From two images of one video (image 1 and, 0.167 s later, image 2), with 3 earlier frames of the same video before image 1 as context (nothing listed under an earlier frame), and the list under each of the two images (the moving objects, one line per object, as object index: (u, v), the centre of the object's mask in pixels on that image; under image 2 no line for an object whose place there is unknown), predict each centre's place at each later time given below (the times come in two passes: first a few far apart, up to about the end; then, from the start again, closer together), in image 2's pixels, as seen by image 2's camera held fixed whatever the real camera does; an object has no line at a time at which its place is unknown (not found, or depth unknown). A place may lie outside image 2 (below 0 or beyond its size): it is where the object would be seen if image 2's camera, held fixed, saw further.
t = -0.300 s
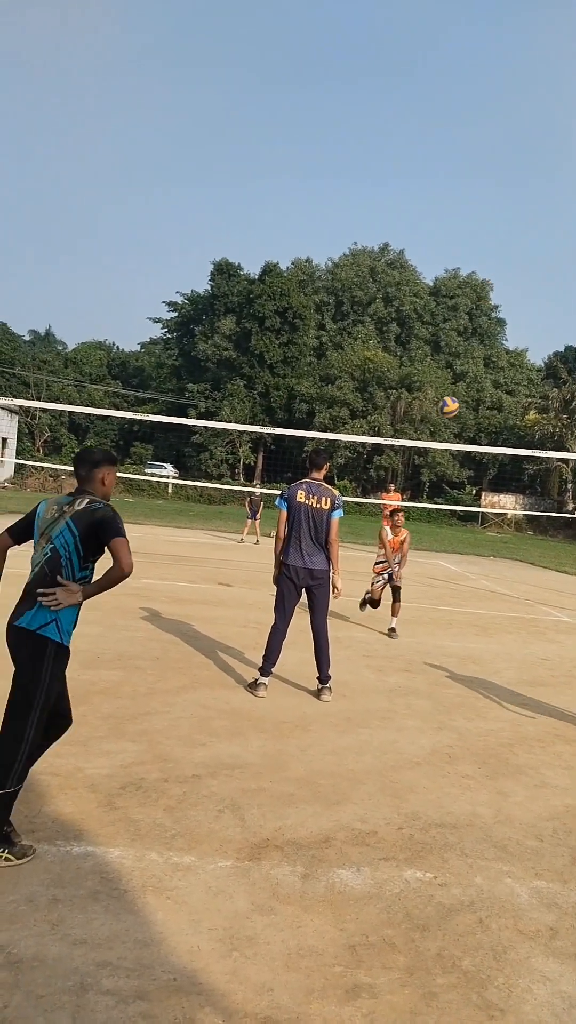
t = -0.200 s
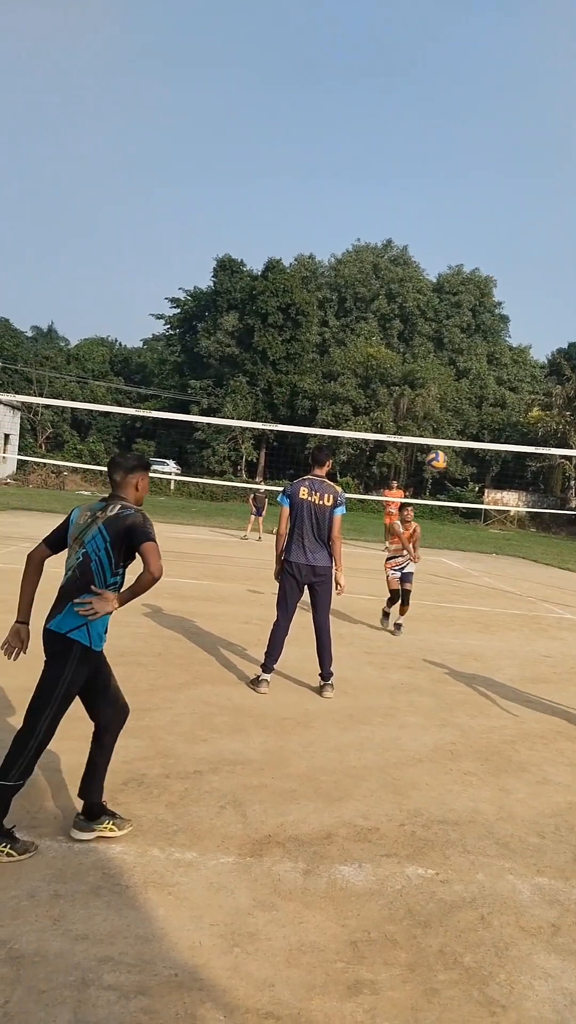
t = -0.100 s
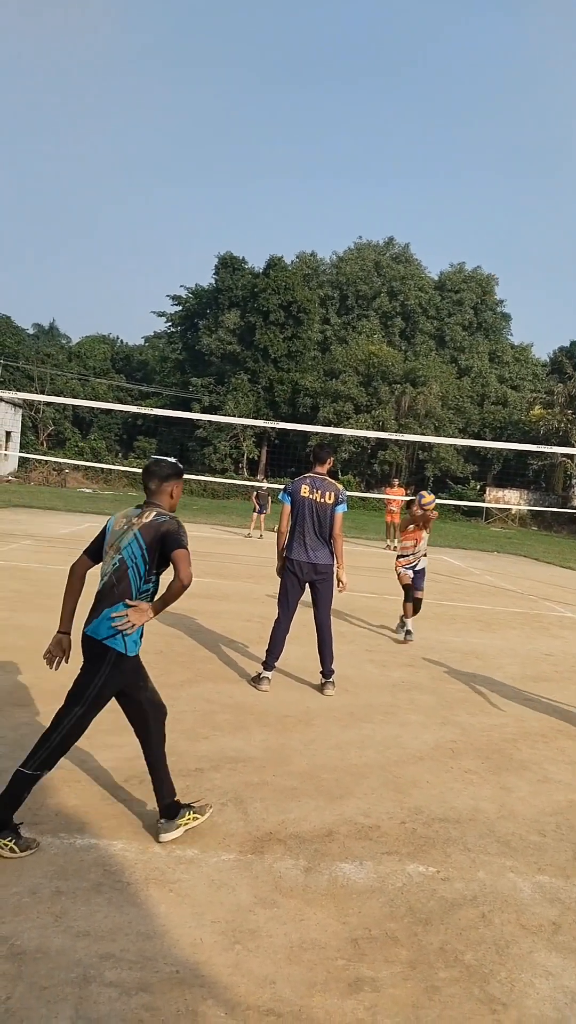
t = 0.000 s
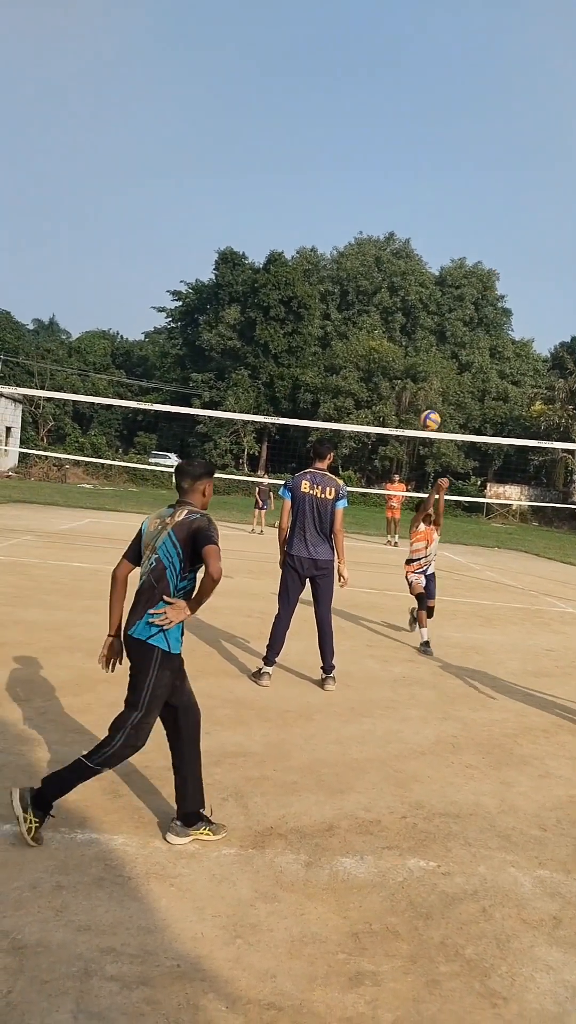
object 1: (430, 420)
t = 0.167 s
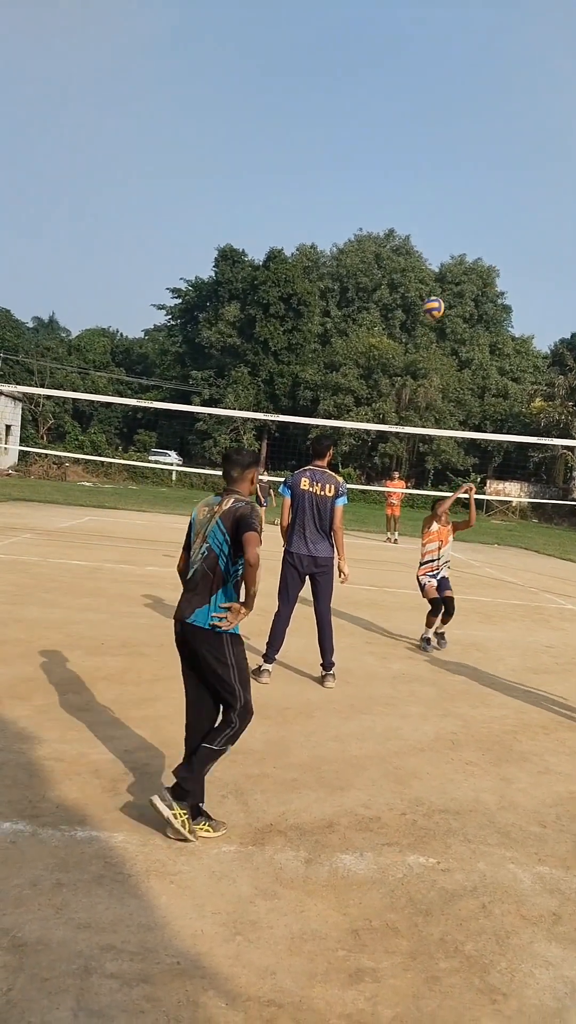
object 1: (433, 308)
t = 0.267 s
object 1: (433, 254)
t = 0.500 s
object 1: (429, 161)
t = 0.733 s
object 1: (419, 124)
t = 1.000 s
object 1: (399, 151)
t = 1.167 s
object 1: (383, 209)
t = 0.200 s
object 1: (434, 288)
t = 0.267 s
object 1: (433, 254)
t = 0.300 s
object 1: (433, 237)
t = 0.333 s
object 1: (433, 222)
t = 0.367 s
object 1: (433, 207)
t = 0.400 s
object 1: (432, 194)
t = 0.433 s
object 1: (431, 182)
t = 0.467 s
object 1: (430, 171)
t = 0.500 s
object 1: (429, 161)
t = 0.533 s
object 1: (428, 152)
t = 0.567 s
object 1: (427, 145)
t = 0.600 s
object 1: (426, 138)
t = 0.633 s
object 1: (424, 132)
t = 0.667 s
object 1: (422, 128)
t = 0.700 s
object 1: (421, 126)
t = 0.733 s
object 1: (419, 124)
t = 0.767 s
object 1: (417, 123)
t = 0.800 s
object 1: (415, 123)
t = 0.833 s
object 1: (412, 125)
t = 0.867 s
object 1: (410, 128)
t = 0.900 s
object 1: (407, 131)
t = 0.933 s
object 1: (405, 137)
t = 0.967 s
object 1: (402, 144)
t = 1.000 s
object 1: (399, 151)
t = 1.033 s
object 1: (396, 160)
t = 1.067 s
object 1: (392, 171)
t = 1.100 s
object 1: (390, 182)
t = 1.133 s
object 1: (387, 195)
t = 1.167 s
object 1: (383, 209)
